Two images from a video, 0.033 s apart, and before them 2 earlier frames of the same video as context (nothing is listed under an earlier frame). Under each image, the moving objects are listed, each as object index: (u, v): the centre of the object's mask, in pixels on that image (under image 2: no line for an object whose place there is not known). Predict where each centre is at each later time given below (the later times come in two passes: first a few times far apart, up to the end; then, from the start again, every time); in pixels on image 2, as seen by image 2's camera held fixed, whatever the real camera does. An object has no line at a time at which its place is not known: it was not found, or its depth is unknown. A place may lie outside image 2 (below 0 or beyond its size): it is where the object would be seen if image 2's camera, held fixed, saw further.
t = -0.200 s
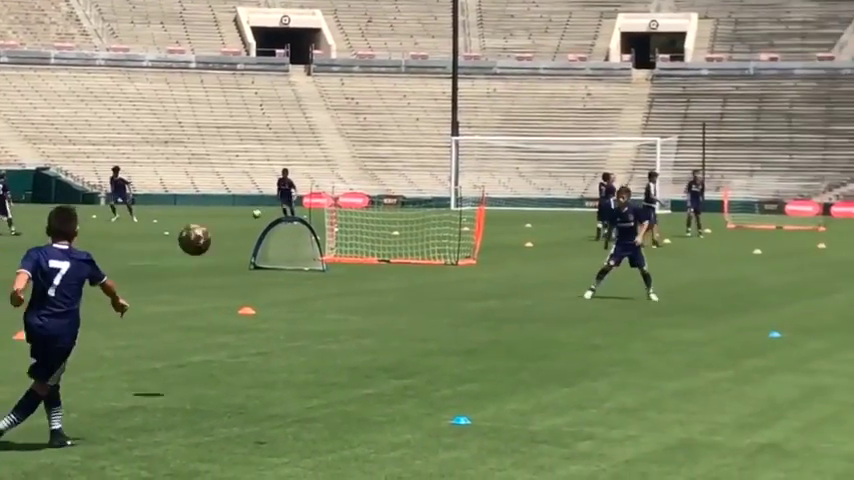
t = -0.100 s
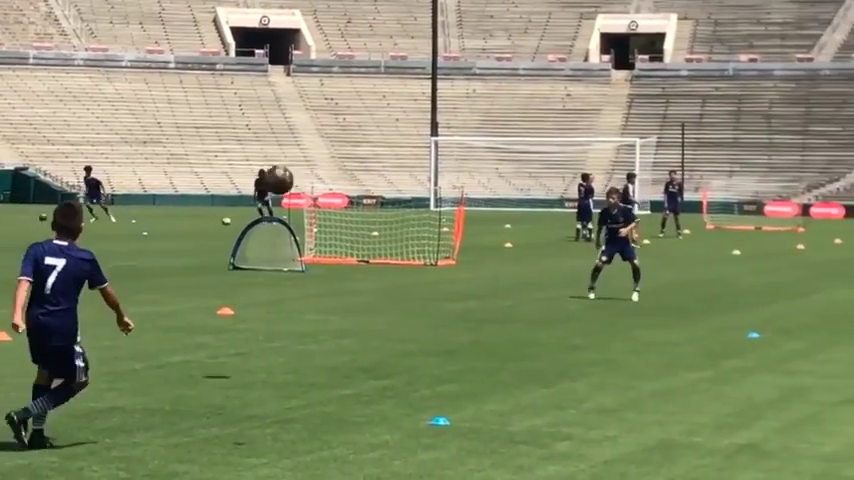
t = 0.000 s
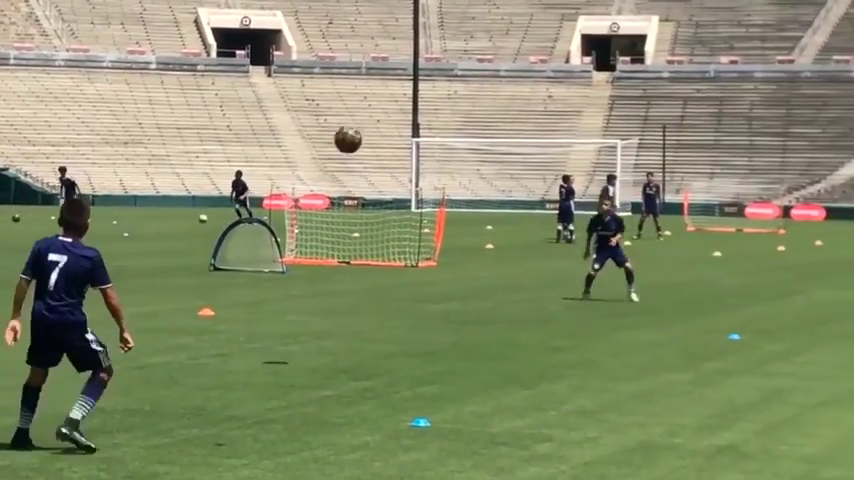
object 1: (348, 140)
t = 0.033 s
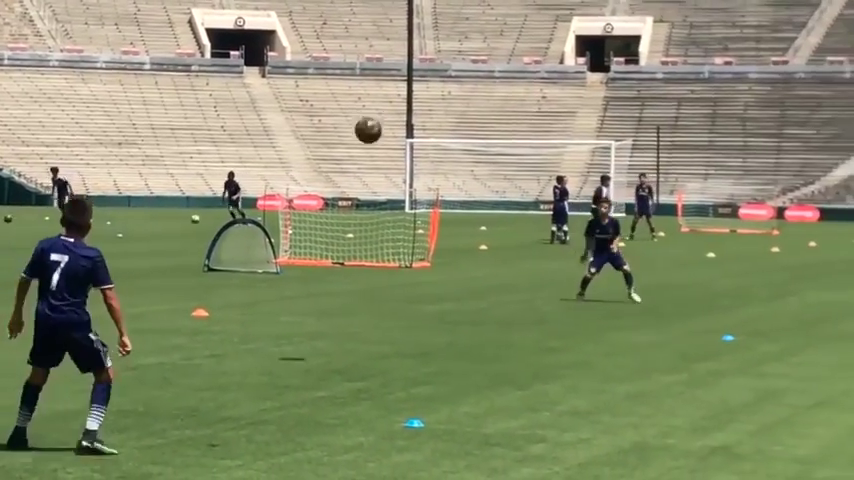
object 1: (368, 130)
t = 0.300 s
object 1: (536, 95)
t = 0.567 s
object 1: (653, 120)
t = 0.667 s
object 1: (690, 140)
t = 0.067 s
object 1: (393, 121)
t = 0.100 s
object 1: (416, 115)
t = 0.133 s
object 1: (439, 108)
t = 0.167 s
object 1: (460, 103)
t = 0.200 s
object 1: (480, 100)
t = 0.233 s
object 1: (500, 97)
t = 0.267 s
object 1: (519, 96)
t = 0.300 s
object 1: (536, 95)
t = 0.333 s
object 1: (553, 95)
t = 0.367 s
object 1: (569, 97)
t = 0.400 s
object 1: (585, 97)
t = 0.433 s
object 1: (599, 102)
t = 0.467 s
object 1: (613, 105)
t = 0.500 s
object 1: (627, 109)
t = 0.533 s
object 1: (641, 114)
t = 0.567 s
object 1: (653, 120)
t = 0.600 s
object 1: (665, 126)
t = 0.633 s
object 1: (678, 133)
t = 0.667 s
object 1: (690, 140)
